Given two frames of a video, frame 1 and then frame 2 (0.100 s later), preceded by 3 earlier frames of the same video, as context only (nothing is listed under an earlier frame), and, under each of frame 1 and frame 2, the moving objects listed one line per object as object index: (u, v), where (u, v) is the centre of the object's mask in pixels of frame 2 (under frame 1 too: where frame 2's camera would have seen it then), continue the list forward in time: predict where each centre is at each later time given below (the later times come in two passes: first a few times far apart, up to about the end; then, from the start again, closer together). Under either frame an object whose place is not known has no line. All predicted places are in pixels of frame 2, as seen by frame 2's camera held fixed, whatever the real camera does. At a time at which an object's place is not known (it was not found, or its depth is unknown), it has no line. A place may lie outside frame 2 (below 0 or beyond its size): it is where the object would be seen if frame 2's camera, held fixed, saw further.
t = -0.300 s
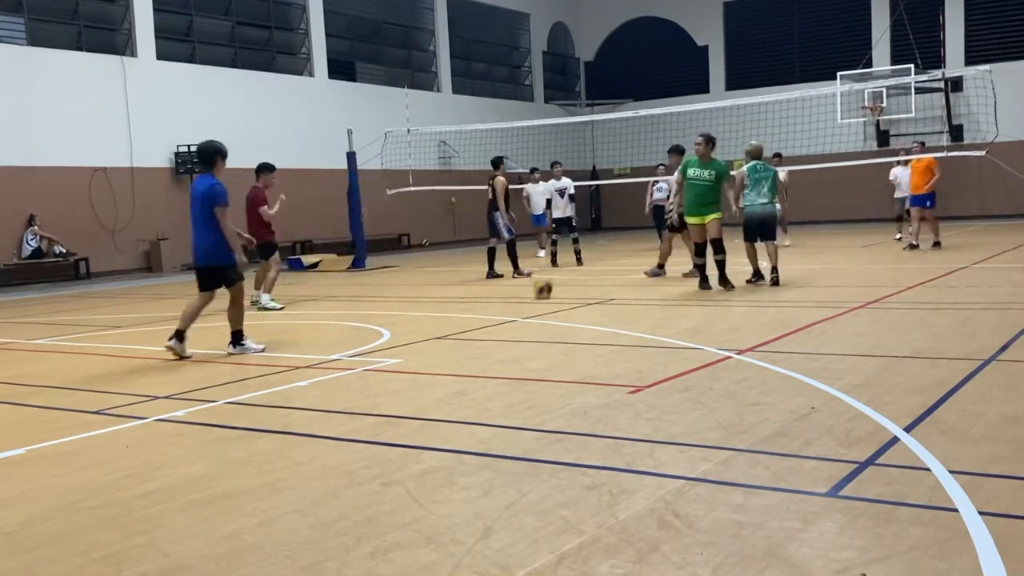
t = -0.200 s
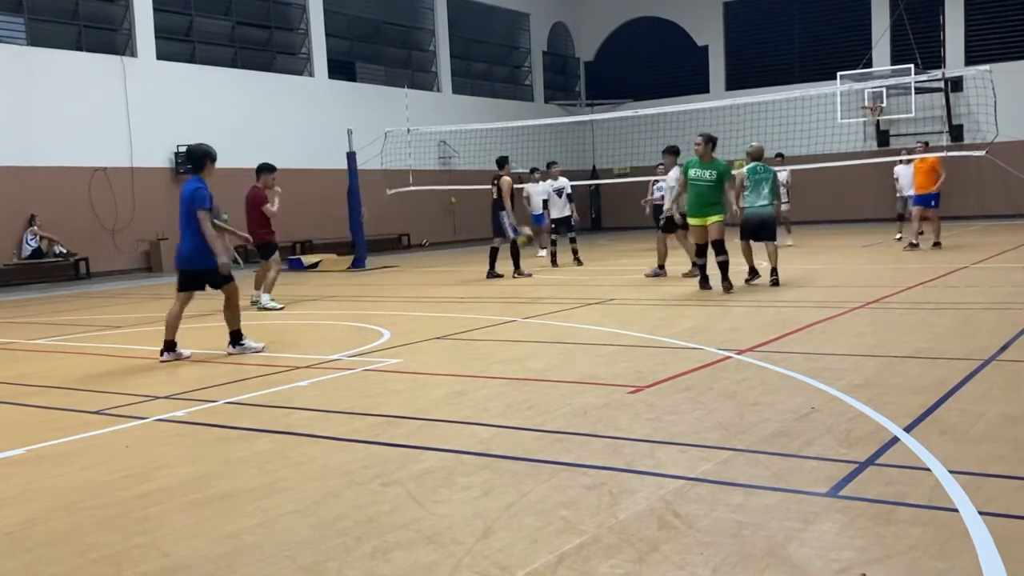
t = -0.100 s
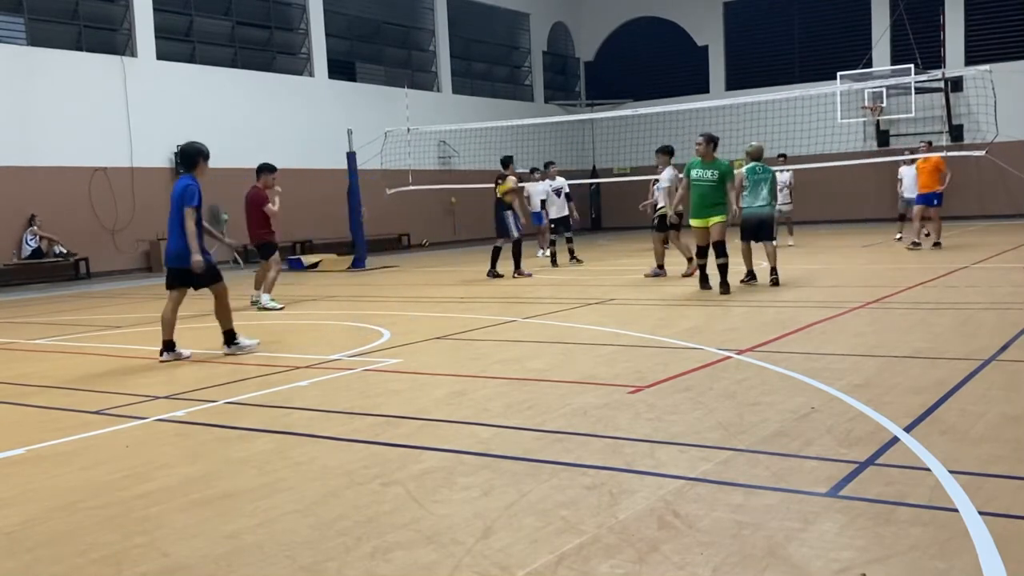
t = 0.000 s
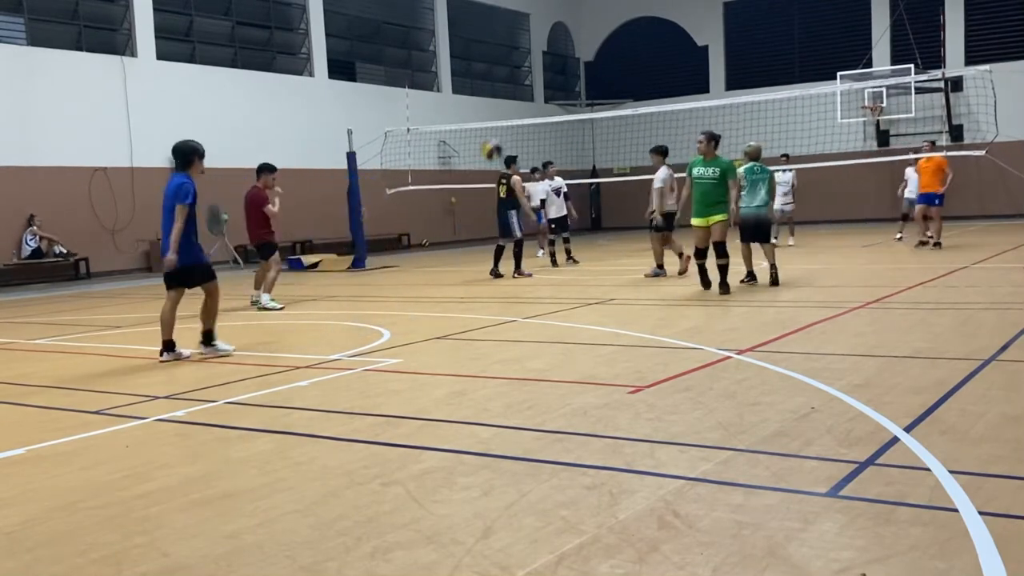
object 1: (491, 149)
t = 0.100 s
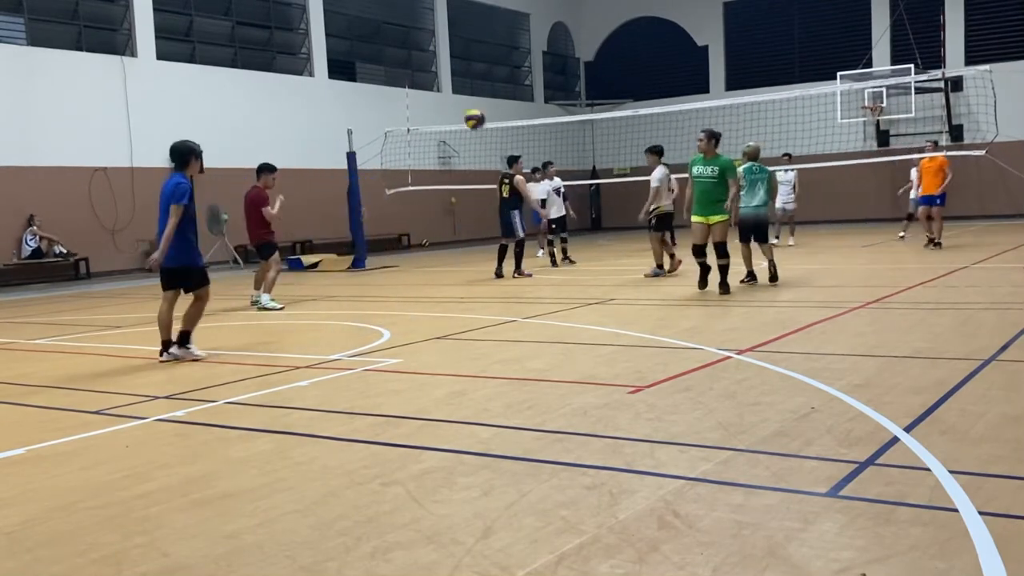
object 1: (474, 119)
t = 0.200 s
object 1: (458, 97)
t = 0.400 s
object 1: (423, 82)
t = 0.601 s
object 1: (390, 109)
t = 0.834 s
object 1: (355, 193)
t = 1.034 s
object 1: (328, 312)
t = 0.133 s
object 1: (469, 111)
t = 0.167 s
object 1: (463, 104)
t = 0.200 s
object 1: (458, 97)
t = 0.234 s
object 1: (451, 92)
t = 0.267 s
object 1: (445, 88)
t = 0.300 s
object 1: (441, 85)
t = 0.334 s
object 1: (434, 83)
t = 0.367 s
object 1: (429, 82)
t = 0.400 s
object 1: (423, 82)
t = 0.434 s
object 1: (417, 83)
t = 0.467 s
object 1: (412, 87)
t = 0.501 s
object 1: (407, 90)
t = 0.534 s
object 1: (401, 95)
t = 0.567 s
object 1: (396, 101)
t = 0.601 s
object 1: (390, 109)
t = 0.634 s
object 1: (385, 116)
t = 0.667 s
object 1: (379, 127)
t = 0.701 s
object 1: (375, 137)
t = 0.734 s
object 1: (370, 149)
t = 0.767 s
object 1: (365, 165)
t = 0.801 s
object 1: (359, 178)
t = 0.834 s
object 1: (355, 193)
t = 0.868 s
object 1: (351, 210)
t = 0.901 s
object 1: (345, 228)
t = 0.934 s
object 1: (341, 244)
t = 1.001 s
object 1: (332, 292)
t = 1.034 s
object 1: (328, 312)
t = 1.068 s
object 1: (321, 306)
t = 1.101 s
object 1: (314, 291)
